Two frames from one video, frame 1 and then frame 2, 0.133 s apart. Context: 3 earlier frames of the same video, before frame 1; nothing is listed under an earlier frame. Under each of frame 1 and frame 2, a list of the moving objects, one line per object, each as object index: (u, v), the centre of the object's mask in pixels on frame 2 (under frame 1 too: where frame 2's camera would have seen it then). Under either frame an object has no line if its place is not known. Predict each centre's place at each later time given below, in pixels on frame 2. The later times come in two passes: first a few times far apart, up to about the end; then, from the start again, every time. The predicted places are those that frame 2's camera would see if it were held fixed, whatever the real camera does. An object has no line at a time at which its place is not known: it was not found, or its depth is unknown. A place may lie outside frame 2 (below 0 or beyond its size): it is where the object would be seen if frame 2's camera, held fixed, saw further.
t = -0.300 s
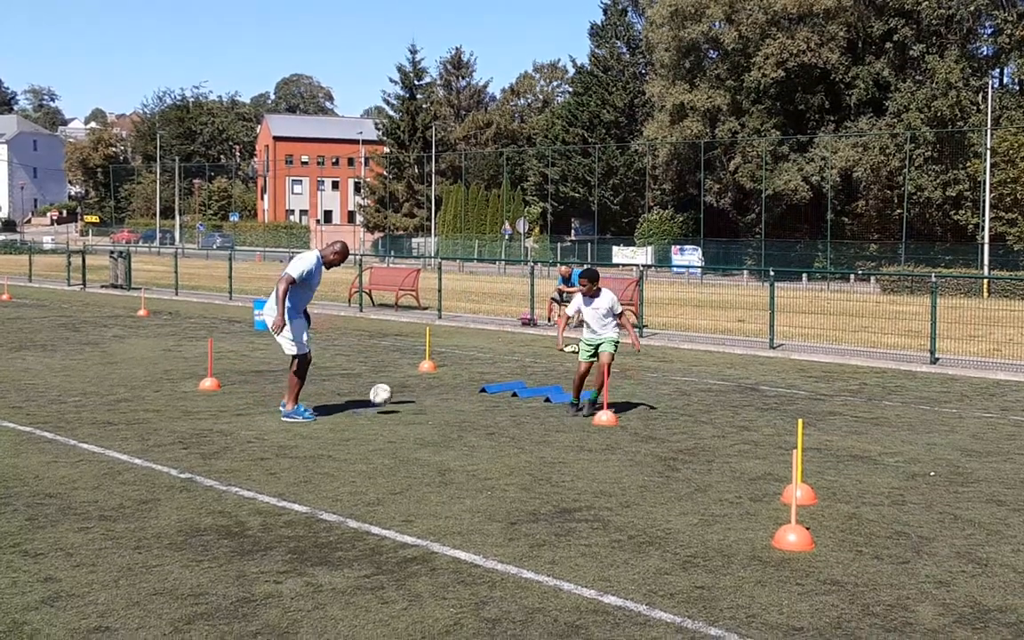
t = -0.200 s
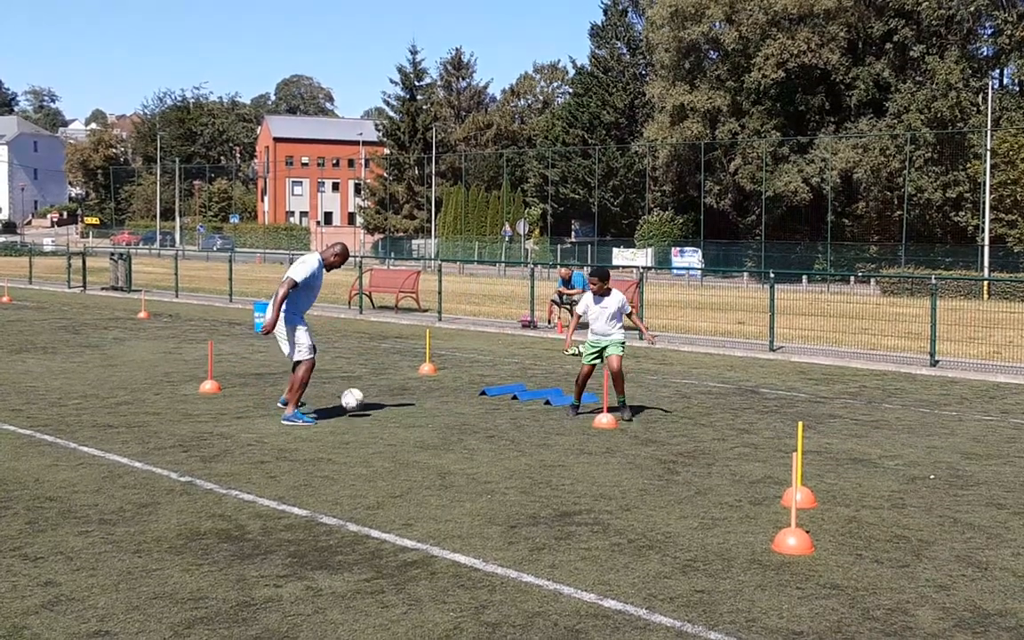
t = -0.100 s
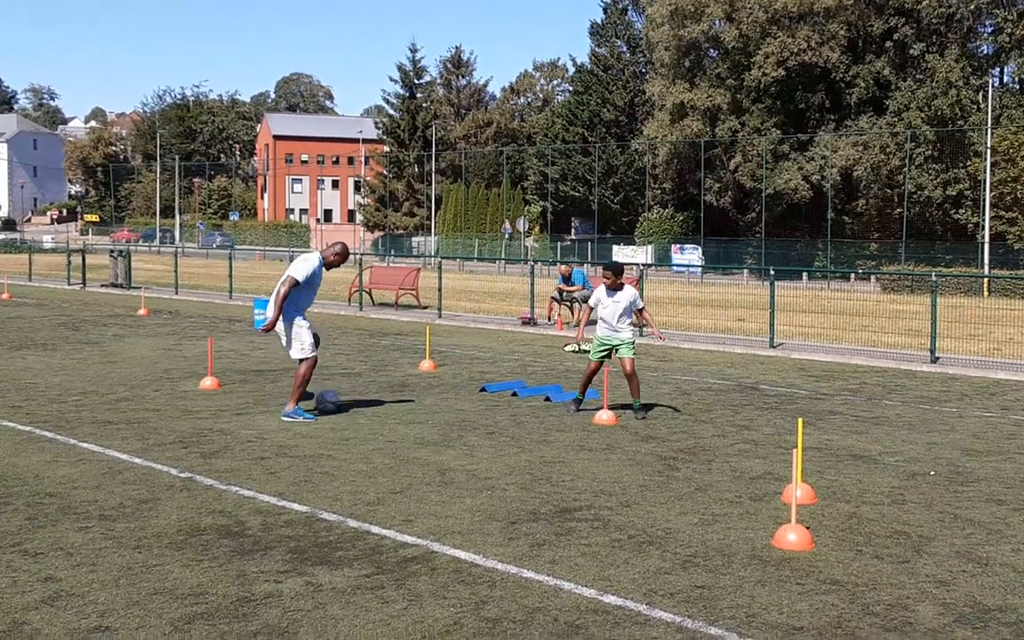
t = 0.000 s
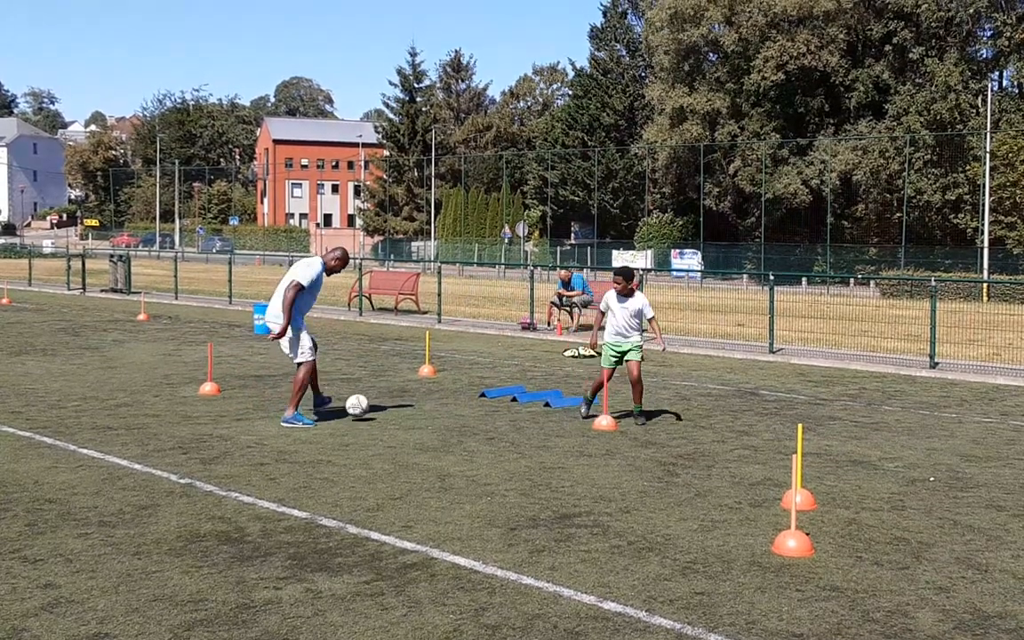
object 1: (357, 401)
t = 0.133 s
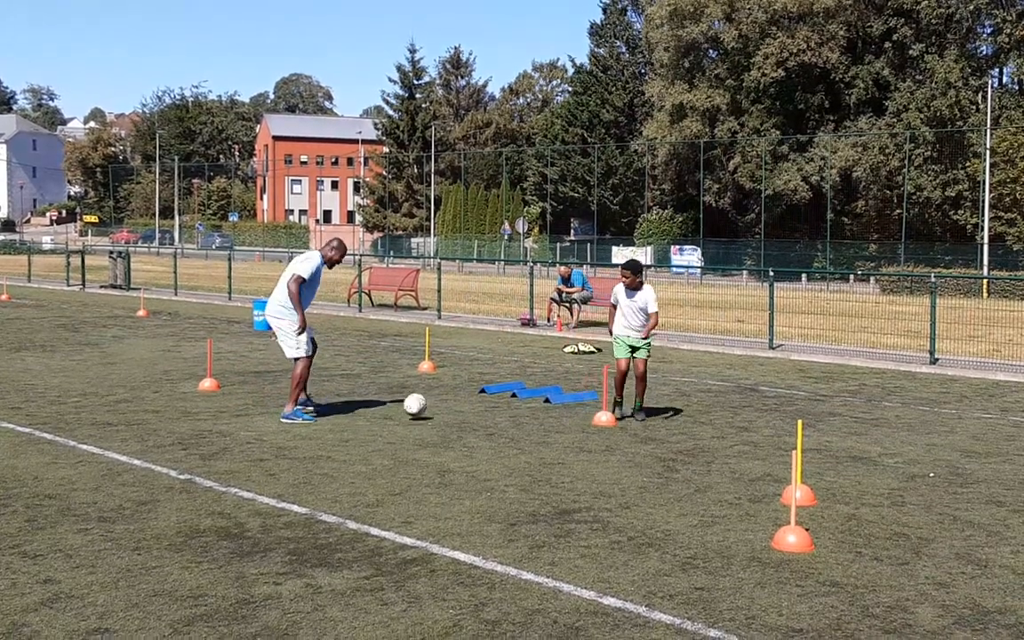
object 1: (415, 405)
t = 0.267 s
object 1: (466, 412)
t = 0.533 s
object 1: (547, 417)
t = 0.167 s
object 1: (427, 405)
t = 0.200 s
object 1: (440, 406)
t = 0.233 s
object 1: (453, 409)
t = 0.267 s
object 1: (466, 412)
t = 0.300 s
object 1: (477, 410)
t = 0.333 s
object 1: (487, 410)
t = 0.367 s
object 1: (497, 411)
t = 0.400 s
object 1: (506, 413)
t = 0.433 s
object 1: (517, 416)
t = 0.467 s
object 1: (527, 414)
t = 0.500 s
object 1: (537, 415)
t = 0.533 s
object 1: (547, 417)
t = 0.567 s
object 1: (557, 417)
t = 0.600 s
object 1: (567, 418)
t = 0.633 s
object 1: (577, 419)
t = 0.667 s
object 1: (587, 420)
